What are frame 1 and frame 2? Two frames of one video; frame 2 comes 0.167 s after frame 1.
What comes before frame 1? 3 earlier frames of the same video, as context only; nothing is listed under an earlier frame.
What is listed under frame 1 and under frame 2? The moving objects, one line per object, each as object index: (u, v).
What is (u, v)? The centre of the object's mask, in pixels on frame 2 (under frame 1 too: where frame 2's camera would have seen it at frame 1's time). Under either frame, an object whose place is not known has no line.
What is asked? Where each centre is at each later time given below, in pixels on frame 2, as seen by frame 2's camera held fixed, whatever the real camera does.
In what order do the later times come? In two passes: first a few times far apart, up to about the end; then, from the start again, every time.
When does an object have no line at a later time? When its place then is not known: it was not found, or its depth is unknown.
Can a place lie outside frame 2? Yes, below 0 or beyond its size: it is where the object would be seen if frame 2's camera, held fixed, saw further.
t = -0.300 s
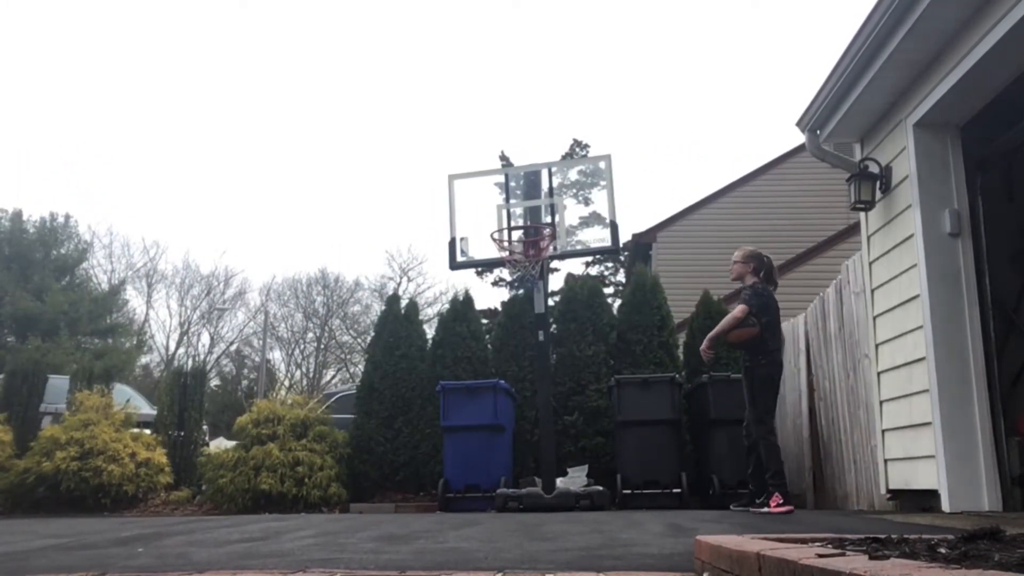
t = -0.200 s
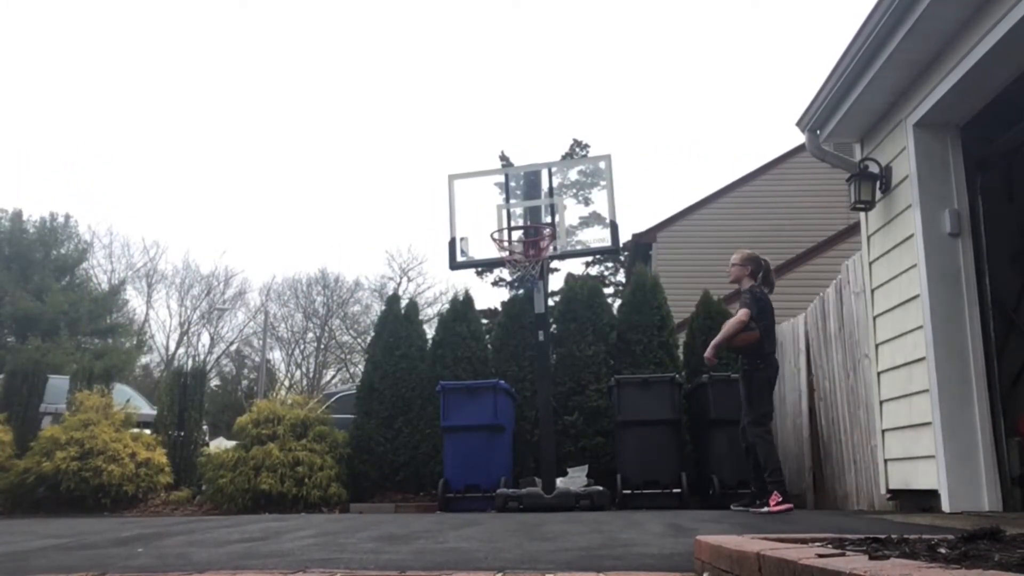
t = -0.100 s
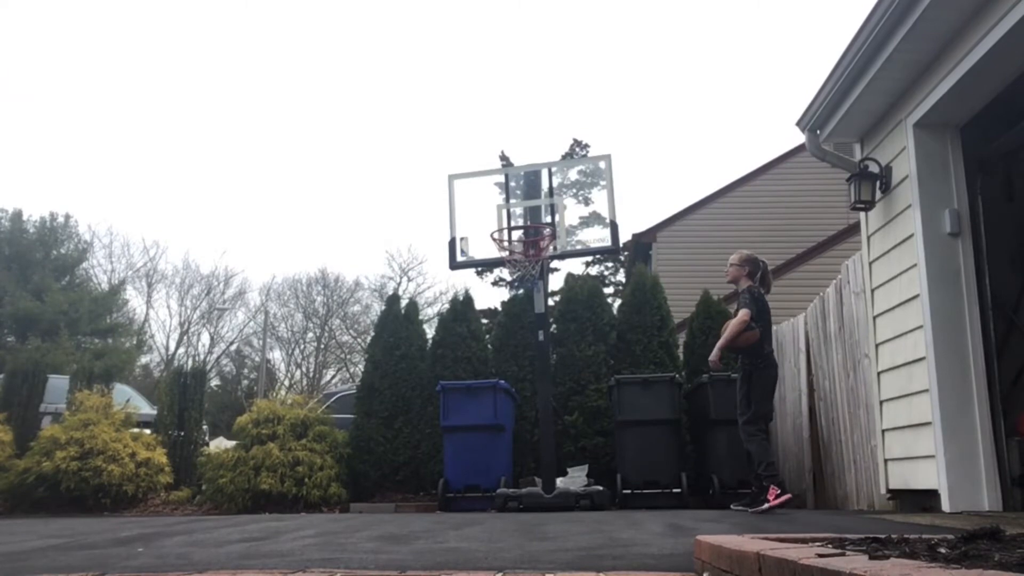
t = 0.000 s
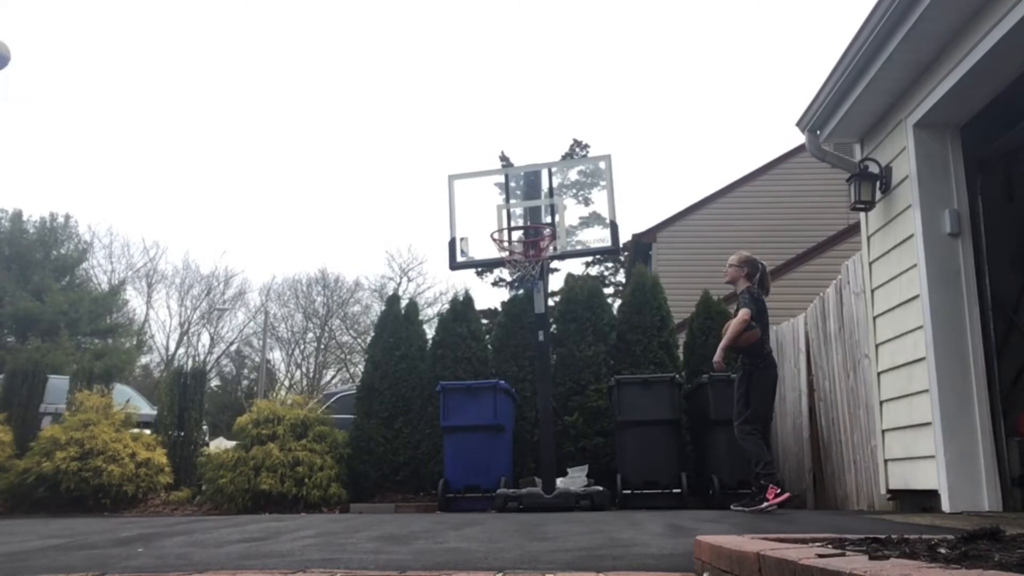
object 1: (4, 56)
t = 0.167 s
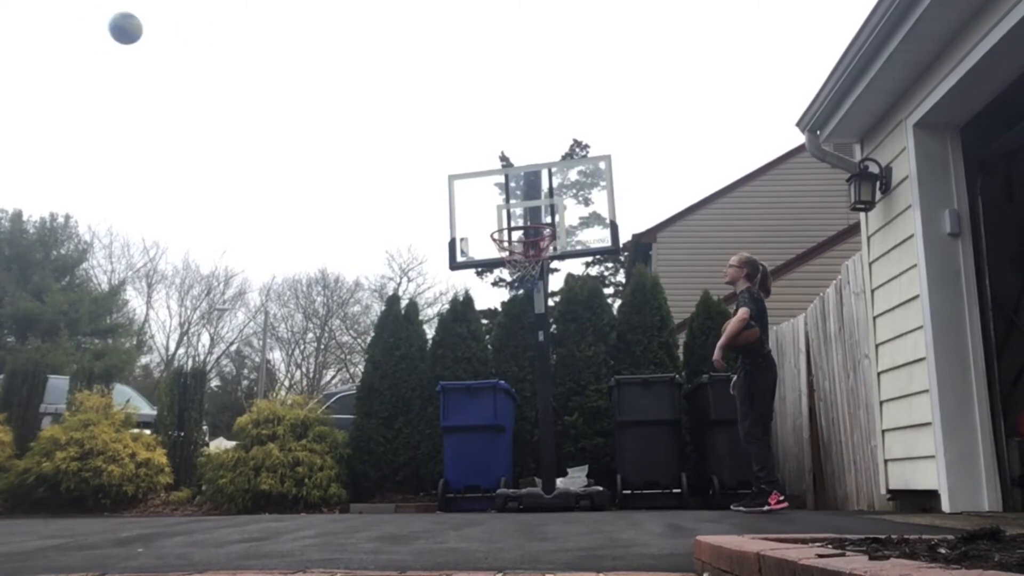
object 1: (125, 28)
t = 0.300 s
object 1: (221, 32)
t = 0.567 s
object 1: (394, 99)
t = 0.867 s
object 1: (523, 247)
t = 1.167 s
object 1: (537, 348)
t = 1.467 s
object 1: (560, 438)
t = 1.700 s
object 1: (581, 330)
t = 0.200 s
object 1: (150, 27)
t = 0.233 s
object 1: (174, 27)
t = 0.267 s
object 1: (198, 29)
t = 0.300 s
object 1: (221, 32)
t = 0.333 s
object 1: (244, 36)
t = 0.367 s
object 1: (266, 41)
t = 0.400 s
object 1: (288, 48)
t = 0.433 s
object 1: (310, 56)
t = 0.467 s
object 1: (331, 65)
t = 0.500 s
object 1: (352, 75)
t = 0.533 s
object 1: (373, 87)
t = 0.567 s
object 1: (394, 99)
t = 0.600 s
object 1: (415, 113)
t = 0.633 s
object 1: (435, 128)
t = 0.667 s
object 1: (455, 144)
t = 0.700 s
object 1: (475, 161)
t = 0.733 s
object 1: (495, 180)
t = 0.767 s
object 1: (515, 199)
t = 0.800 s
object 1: (534, 217)
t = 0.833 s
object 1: (532, 235)
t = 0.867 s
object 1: (523, 247)
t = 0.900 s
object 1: (520, 253)
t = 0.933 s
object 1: (523, 265)
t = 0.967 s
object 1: (526, 269)
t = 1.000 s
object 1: (526, 279)
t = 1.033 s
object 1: (529, 289)
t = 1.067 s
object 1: (531, 302)
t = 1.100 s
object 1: (533, 315)
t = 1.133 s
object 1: (535, 331)
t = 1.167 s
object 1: (537, 348)
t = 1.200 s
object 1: (539, 367)
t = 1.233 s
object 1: (541, 389)
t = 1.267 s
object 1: (543, 411)
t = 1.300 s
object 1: (546, 433)
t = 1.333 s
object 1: (548, 462)
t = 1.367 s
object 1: (552, 490)
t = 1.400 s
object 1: (553, 482)
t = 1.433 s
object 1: (556, 461)
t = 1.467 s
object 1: (560, 438)
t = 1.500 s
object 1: (563, 418)
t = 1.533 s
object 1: (566, 400)
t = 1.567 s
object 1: (569, 383)
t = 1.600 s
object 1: (573, 370)
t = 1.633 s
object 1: (575, 355)
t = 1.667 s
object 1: (578, 340)
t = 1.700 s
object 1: (581, 330)
